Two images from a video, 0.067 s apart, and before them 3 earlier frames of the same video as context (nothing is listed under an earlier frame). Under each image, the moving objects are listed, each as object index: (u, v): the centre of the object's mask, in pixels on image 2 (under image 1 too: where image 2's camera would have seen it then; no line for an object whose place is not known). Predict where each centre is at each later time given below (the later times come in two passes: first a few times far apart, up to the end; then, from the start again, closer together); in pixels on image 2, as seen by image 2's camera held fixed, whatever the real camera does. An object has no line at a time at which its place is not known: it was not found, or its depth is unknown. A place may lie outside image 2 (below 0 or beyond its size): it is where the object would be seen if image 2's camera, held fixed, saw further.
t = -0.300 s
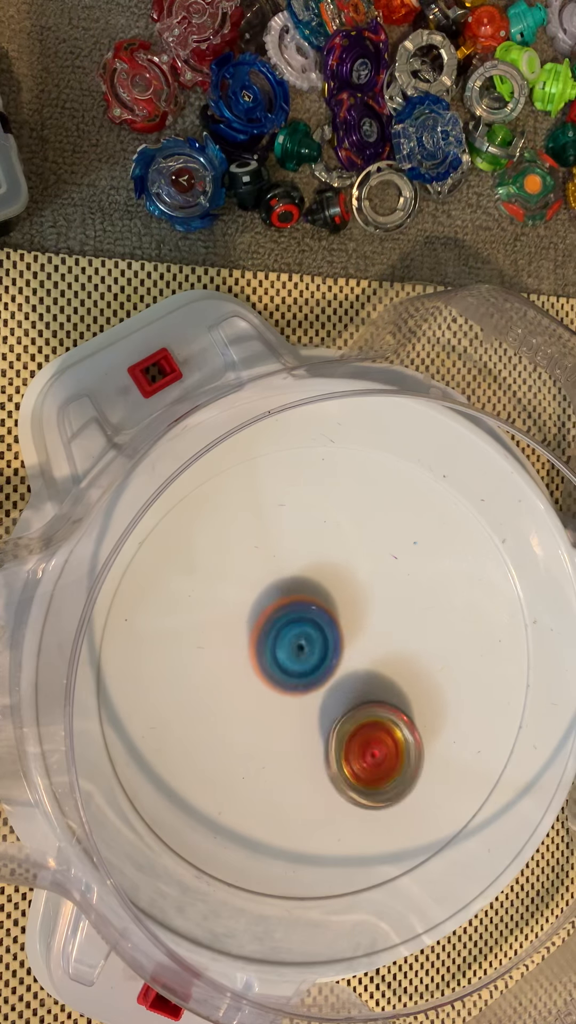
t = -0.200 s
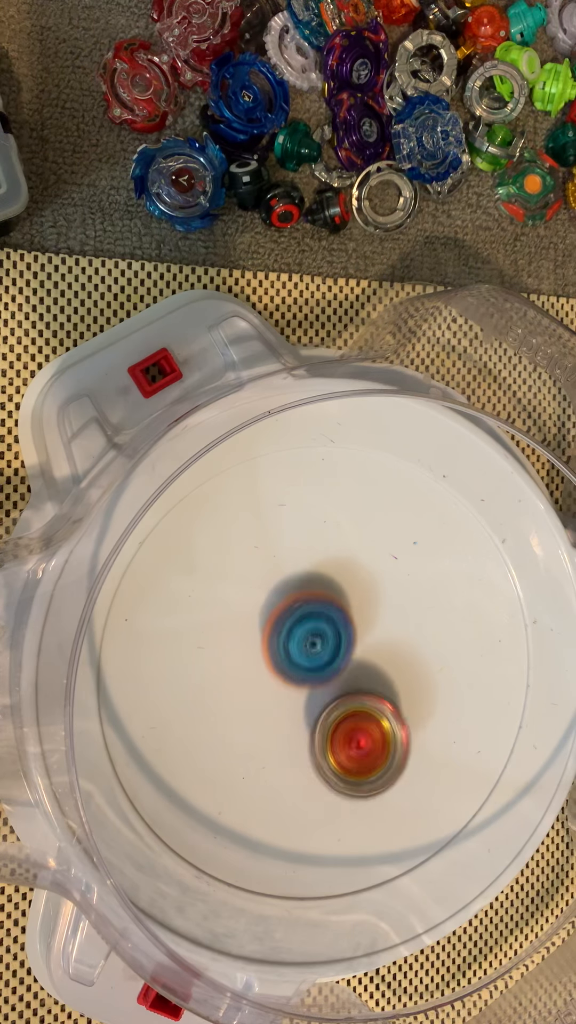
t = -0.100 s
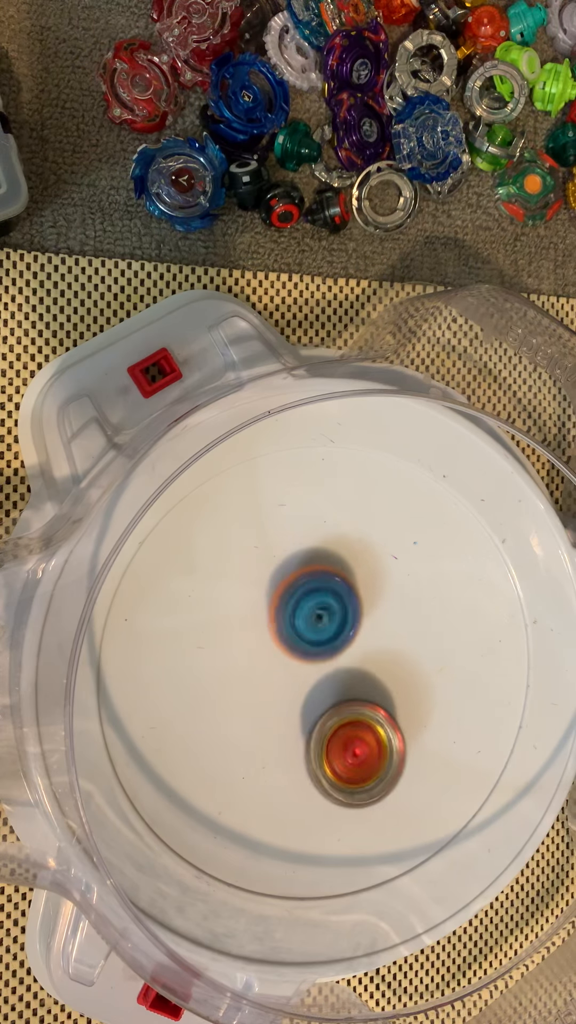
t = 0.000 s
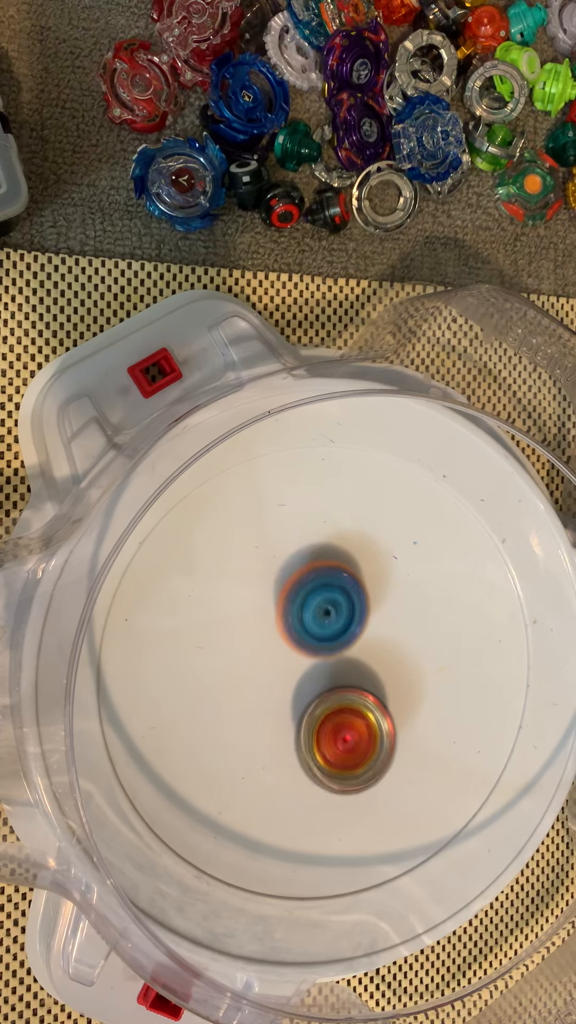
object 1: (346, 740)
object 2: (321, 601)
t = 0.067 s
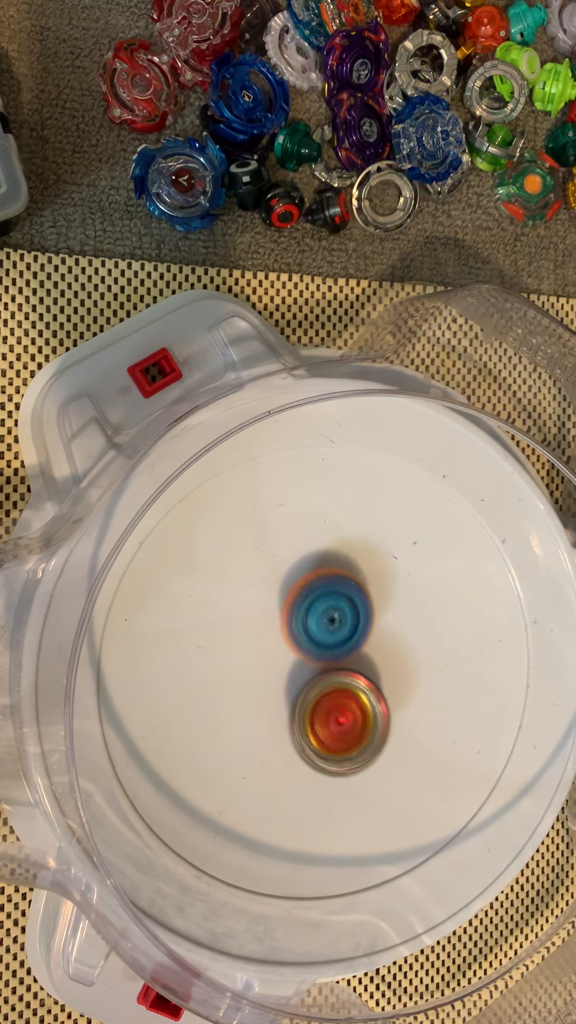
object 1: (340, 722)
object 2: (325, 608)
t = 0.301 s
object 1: (321, 747)
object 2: (348, 577)
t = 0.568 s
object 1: (343, 769)
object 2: (356, 616)
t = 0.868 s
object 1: (353, 723)
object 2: (363, 610)
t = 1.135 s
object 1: (339, 726)
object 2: (370, 618)
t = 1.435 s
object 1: (306, 735)
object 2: (365, 625)
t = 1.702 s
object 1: (290, 727)
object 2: (360, 626)
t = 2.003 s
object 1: (294, 719)
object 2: (360, 629)
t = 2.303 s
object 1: (290, 711)
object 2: (356, 625)
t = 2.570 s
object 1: (279, 699)
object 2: (370, 627)
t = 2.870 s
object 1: (292, 691)
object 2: (380, 642)
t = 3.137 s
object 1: (287, 684)
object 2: (385, 647)
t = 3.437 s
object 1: (270, 681)
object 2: (391, 664)
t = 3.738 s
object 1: (278, 685)
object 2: (377, 676)
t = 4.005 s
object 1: (253, 685)
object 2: (385, 682)
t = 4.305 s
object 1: (270, 660)
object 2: (369, 673)
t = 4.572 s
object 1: (282, 627)
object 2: (362, 677)
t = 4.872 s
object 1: (295, 617)
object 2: (360, 688)
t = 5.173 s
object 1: (302, 603)
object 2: (363, 711)
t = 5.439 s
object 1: (306, 623)
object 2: (357, 703)
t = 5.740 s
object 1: (313, 624)
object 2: (351, 711)
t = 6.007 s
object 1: (321, 592)
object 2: (344, 744)
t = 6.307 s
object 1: (324, 621)
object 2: (336, 722)
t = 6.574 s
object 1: (334, 614)
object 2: (335, 717)
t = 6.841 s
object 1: (342, 614)
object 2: (340, 715)
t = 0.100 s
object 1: (333, 730)
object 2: (332, 595)
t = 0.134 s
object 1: (324, 741)
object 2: (336, 585)
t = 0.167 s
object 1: (319, 746)
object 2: (340, 576)
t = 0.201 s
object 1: (316, 748)
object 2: (342, 572)
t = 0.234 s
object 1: (316, 749)
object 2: (345, 570)
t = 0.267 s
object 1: (318, 748)
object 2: (346, 572)
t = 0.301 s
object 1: (321, 747)
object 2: (348, 577)
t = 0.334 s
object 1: (324, 745)
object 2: (348, 584)
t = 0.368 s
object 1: (328, 744)
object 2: (349, 593)
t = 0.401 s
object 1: (333, 743)
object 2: (349, 603)
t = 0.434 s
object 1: (338, 740)
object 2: (349, 614)
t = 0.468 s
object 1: (343, 738)
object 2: (348, 624)
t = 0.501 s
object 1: (343, 749)
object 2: (349, 623)
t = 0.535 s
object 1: (342, 760)
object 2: (353, 618)
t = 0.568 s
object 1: (343, 769)
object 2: (356, 616)
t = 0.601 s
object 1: (344, 774)
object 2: (360, 612)
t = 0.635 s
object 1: (344, 775)
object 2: (364, 609)
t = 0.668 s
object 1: (345, 771)
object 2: (367, 604)
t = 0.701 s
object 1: (346, 767)
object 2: (368, 603)
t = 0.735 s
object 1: (347, 759)
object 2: (368, 602)
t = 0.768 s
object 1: (349, 751)
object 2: (368, 602)
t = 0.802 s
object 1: (350, 741)
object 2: (366, 604)
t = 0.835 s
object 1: (352, 731)
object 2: (365, 607)
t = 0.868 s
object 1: (353, 723)
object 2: (363, 610)
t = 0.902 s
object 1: (350, 729)
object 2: (366, 599)
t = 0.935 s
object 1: (348, 733)
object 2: (368, 593)
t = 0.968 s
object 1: (345, 735)
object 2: (370, 592)
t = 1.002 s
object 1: (344, 735)
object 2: (371, 593)
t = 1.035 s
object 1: (342, 734)
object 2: (372, 598)
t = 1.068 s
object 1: (341, 732)
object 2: (372, 604)
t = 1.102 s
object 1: (339, 729)
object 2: (372, 611)
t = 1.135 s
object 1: (339, 726)
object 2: (370, 618)
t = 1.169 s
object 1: (334, 728)
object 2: (371, 620)
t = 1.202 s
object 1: (332, 729)
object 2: (371, 623)
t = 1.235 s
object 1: (327, 731)
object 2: (372, 624)
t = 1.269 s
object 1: (320, 737)
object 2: (375, 621)
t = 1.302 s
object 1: (315, 741)
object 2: (376, 619)
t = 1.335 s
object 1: (311, 742)
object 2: (375, 619)
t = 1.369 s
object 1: (309, 741)
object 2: (372, 621)
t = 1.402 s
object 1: (307, 738)
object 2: (369, 622)
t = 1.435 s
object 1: (306, 735)
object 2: (365, 625)
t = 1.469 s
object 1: (306, 730)
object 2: (361, 627)
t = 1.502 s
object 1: (306, 728)
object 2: (358, 629)
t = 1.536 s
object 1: (298, 732)
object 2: (361, 625)
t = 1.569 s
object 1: (294, 734)
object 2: (364, 622)
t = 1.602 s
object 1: (290, 735)
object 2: (365, 621)
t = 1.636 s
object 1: (289, 733)
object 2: (363, 622)
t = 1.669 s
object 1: (289, 731)
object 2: (362, 623)
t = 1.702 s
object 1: (290, 727)
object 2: (360, 626)
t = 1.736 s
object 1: (294, 724)
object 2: (357, 629)
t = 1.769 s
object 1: (292, 723)
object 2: (358, 629)
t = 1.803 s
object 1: (289, 724)
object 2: (362, 626)
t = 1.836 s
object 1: (286, 726)
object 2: (364, 625)
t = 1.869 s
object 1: (285, 726)
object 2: (366, 625)
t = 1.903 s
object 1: (287, 725)
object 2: (366, 626)
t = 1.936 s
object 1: (288, 723)
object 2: (364, 627)
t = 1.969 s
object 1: (291, 721)
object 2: (363, 628)
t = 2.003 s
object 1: (294, 719)
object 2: (360, 629)
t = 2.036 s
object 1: (295, 718)
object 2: (360, 629)
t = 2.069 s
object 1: (294, 719)
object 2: (361, 628)
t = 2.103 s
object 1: (293, 719)
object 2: (360, 627)
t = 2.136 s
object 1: (293, 718)
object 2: (360, 627)
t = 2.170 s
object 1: (295, 717)
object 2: (358, 628)
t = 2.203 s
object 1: (294, 716)
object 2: (357, 627)
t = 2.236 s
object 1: (292, 716)
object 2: (359, 625)
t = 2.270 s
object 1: (291, 715)
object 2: (359, 624)
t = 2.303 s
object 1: (290, 711)
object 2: (356, 625)
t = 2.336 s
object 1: (283, 712)
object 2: (361, 622)
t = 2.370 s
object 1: (278, 712)
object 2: (362, 621)
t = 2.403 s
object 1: (276, 711)
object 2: (363, 620)
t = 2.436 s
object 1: (276, 709)
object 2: (363, 621)
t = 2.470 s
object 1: (276, 706)
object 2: (363, 622)
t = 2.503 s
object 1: (280, 702)
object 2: (362, 624)
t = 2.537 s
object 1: (284, 699)
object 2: (362, 628)
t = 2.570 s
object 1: (279, 699)
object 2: (370, 627)
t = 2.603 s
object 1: (273, 701)
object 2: (379, 627)
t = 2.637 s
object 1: (270, 703)
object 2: (386, 628)
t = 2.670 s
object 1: (268, 703)
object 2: (390, 628)
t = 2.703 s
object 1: (270, 702)
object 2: (392, 630)
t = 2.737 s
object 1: (273, 701)
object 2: (392, 632)
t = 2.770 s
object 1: (278, 700)
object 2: (390, 635)
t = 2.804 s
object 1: (283, 697)
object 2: (386, 637)
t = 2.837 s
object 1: (290, 694)
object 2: (382, 640)
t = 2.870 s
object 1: (292, 691)
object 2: (380, 642)
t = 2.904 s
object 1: (289, 690)
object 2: (383, 643)
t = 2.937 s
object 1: (289, 689)
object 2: (382, 643)
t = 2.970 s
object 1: (290, 688)
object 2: (380, 643)
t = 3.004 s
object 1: (290, 686)
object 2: (380, 643)
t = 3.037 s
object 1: (288, 685)
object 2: (383, 643)
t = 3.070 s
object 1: (286, 685)
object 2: (386, 644)
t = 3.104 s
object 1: (285, 684)
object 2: (386, 645)
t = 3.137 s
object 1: (287, 684)
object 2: (385, 647)
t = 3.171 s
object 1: (290, 684)
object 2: (382, 648)
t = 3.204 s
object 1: (288, 684)
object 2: (383, 650)
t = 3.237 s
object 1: (276, 683)
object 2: (393, 652)
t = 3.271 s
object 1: (268, 681)
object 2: (400, 655)
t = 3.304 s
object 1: (264, 681)
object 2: (402, 658)
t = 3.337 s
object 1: (262, 681)
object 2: (402, 660)
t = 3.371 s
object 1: (263, 680)
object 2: (399, 662)
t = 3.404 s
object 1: (265, 680)
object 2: (395, 663)
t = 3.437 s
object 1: (270, 681)
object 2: (391, 664)
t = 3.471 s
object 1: (275, 682)
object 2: (387, 666)
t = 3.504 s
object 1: (280, 683)
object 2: (382, 666)
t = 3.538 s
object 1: (285, 684)
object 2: (379, 666)
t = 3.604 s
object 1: (276, 681)
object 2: (386, 671)
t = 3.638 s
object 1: (274, 680)
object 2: (387, 673)
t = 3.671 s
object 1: (275, 682)
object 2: (385, 674)
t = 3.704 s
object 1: (276, 684)
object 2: (382, 675)
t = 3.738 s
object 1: (278, 685)
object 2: (377, 676)
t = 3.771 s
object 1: (280, 687)
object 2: (373, 677)
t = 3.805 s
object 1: (271, 687)
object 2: (383, 681)
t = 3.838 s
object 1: (262, 687)
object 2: (390, 684)
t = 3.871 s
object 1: (255, 687)
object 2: (394, 685)
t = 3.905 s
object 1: (251, 687)
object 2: (394, 685)
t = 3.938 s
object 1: (250, 686)
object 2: (392, 684)
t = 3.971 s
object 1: (251, 686)
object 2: (389, 683)
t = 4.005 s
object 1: (253, 685)
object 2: (385, 682)
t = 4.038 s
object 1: (257, 685)
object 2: (381, 680)
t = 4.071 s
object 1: (261, 684)
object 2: (377, 678)
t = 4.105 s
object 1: (266, 683)
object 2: (372, 676)
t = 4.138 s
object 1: (272, 681)
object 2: (368, 674)
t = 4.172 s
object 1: (271, 676)
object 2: (371, 674)
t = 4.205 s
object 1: (269, 672)
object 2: (374, 674)
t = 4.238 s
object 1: (268, 668)
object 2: (374, 674)
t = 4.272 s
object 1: (269, 664)
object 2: (372, 674)
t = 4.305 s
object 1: (270, 660)
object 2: (369, 673)
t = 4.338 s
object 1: (272, 657)
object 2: (367, 673)
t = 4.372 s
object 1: (275, 652)
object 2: (365, 673)
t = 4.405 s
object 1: (276, 647)
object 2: (364, 674)
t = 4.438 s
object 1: (279, 642)
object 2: (364, 676)
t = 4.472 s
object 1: (279, 637)
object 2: (363, 676)
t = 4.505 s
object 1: (282, 634)
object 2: (362, 676)
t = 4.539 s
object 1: (282, 630)
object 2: (362, 677)
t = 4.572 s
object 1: (282, 627)
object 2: (362, 677)
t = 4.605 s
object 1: (284, 626)
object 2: (361, 677)
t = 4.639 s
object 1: (286, 625)
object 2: (360, 677)
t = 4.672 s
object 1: (287, 623)
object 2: (361, 679)
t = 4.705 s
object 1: (287, 620)
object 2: (362, 681)
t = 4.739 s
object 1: (288, 620)
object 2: (362, 682)
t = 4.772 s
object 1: (291, 621)
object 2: (361, 682)
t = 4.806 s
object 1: (293, 623)
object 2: (360, 682)
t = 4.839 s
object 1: (295, 622)
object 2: (360, 684)
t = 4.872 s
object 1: (295, 617)
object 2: (360, 688)
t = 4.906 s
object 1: (295, 614)
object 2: (360, 691)
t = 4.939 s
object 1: (297, 614)
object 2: (360, 692)
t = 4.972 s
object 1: (299, 616)
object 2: (359, 693)
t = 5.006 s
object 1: (302, 620)
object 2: (359, 694)
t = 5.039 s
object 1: (304, 620)
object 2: (359, 696)
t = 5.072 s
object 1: (302, 612)
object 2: (360, 702)
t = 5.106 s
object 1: (301, 606)
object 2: (363, 709)
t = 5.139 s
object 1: (301, 603)
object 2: (363, 711)
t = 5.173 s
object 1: (302, 603)
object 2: (363, 711)
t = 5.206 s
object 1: (302, 605)
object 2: (362, 710)
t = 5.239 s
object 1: (304, 609)
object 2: (360, 708)
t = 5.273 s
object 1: (305, 612)
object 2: (359, 705)
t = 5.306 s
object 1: (306, 617)
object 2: (358, 704)
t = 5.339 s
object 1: (307, 622)
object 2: (357, 702)
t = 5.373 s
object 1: (307, 623)
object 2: (357, 703)
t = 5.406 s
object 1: (307, 622)
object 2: (357, 704)
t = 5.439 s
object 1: (306, 623)
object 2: (357, 703)
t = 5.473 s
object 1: (307, 622)
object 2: (356, 705)
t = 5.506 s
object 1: (305, 613)
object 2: (355, 712)
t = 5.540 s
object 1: (305, 609)
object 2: (356, 718)
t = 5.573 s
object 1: (307, 608)
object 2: (355, 721)
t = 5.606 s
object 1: (308, 608)
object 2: (354, 721)
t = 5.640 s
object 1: (309, 610)
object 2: (353, 718)
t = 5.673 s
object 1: (311, 614)
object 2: (352, 715)
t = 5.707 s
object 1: (312, 619)
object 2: (351, 713)
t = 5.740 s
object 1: (313, 624)
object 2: (351, 711)
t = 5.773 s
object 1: (314, 620)
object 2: (350, 713)
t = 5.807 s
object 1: (315, 602)
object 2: (350, 730)
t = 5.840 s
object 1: (315, 589)
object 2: (350, 744)
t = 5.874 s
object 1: (316, 583)
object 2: (349, 751)
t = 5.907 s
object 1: (318, 581)
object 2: (348, 752)
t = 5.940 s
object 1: (319, 582)
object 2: (347, 750)
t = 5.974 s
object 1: (320, 585)
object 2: (345, 748)
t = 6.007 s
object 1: (321, 592)
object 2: (344, 744)
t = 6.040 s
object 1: (321, 599)
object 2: (343, 740)
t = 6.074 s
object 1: (322, 605)
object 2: (342, 734)
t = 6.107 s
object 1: (322, 613)
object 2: (340, 729)
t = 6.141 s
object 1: (321, 622)
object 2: (339, 725)
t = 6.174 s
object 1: (320, 630)
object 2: (339, 724)
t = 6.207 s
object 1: (320, 626)
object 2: (339, 726)
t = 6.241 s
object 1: (322, 622)
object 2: (338, 726)
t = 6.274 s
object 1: (322, 620)
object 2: (337, 725)
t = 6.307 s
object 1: (324, 621)
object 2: (336, 722)
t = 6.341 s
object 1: (325, 622)
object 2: (336, 720)
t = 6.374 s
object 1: (325, 623)
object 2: (335, 717)
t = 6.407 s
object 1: (327, 615)
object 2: (335, 719)
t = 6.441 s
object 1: (330, 610)
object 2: (334, 722)
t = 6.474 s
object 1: (331, 608)
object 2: (334, 723)
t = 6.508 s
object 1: (333, 608)
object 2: (334, 721)
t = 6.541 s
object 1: (333, 611)
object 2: (334, 719)
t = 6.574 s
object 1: (334, 614)
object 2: (335, 717)
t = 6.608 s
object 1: (333, 618)
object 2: (336, 714)
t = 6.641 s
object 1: (335, 616)
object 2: (337, 716)
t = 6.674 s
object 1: (337, 612)
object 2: (338, 718)
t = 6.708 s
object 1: (338, 612)
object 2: (339, 718)
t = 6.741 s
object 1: (338, 614)
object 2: (339, 716)
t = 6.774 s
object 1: (339, 616)
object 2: (340, 716)
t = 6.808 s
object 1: (338, 619)
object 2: (342, 715)
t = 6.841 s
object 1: (342, 614)
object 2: (340, 715)
